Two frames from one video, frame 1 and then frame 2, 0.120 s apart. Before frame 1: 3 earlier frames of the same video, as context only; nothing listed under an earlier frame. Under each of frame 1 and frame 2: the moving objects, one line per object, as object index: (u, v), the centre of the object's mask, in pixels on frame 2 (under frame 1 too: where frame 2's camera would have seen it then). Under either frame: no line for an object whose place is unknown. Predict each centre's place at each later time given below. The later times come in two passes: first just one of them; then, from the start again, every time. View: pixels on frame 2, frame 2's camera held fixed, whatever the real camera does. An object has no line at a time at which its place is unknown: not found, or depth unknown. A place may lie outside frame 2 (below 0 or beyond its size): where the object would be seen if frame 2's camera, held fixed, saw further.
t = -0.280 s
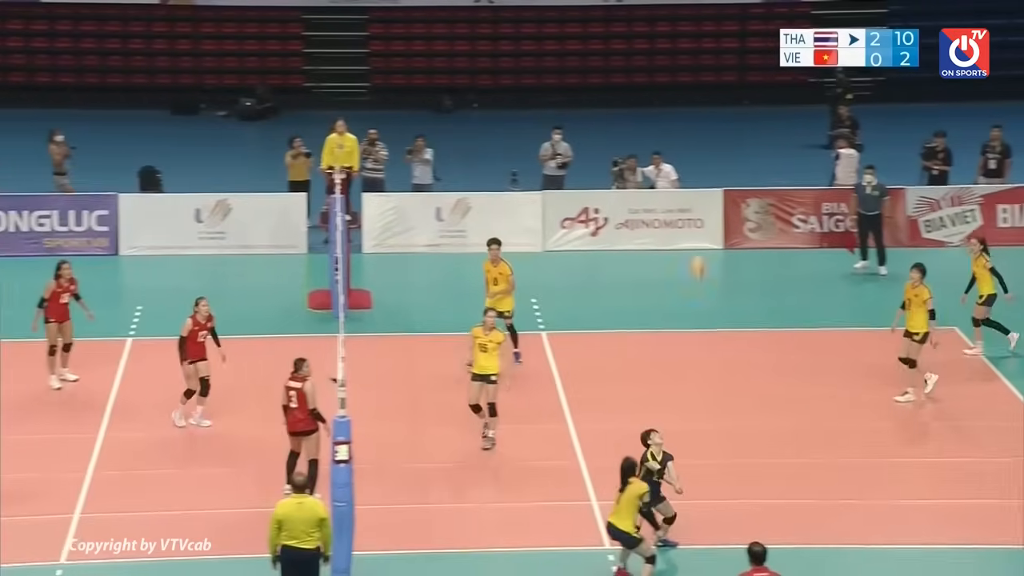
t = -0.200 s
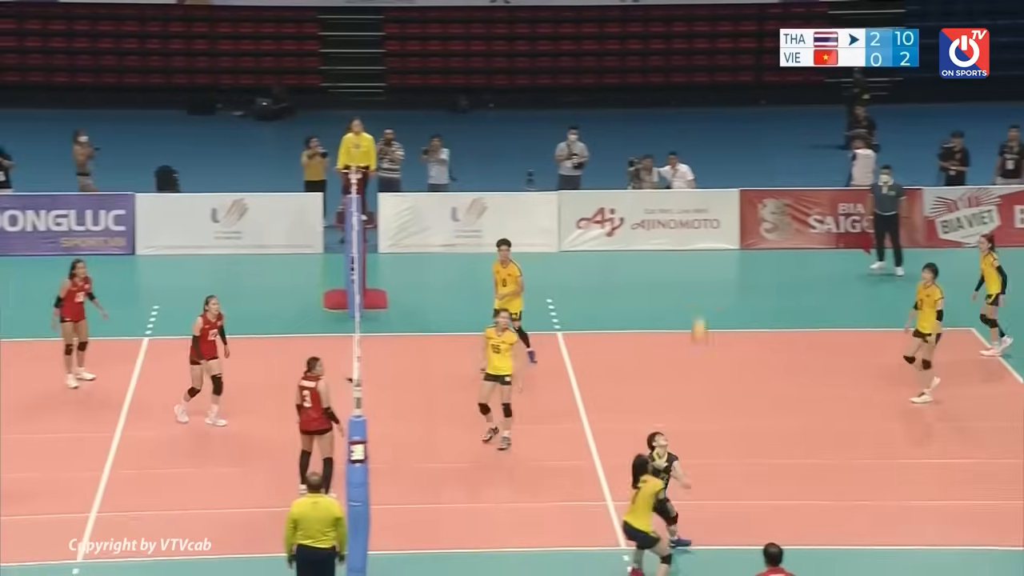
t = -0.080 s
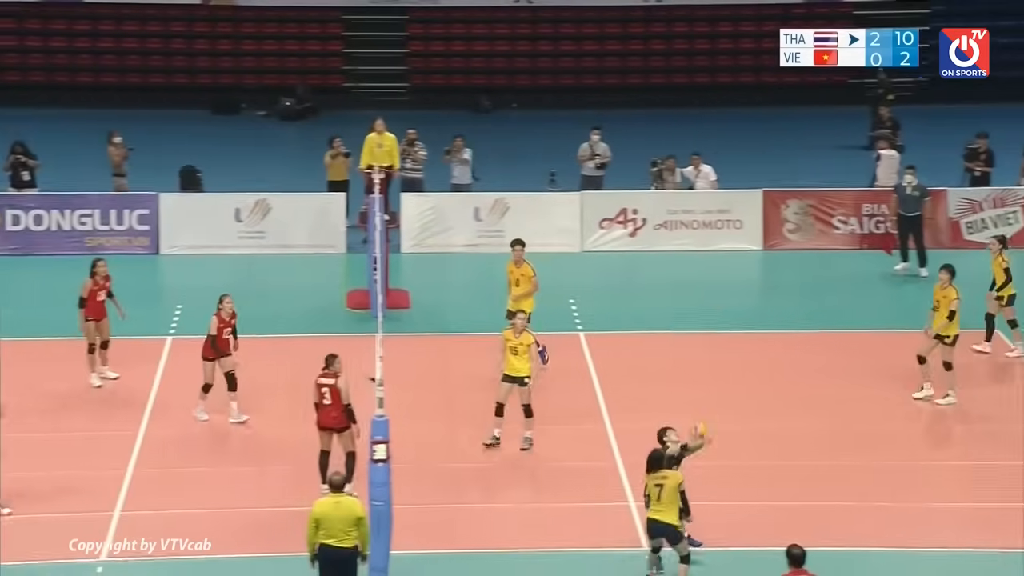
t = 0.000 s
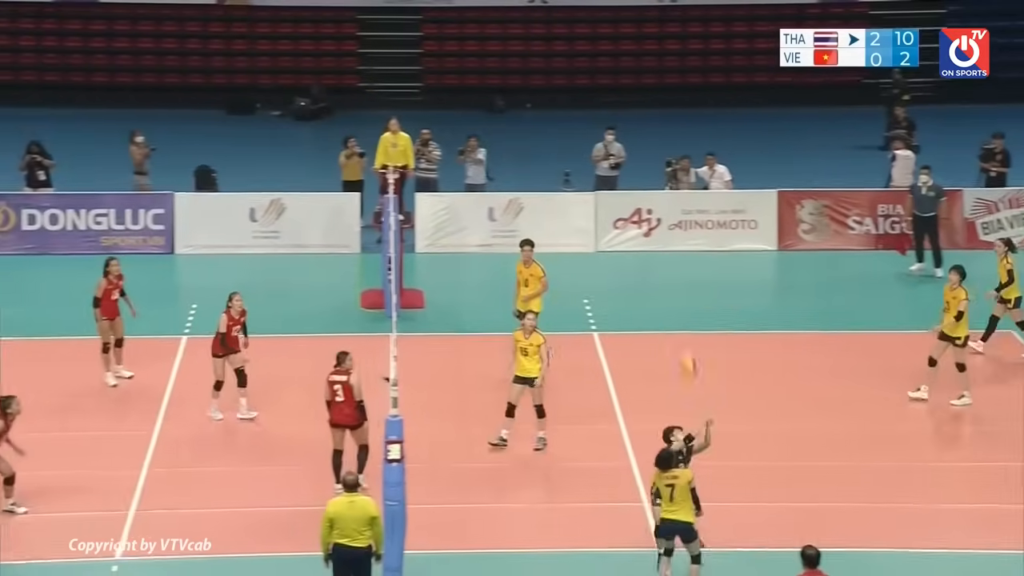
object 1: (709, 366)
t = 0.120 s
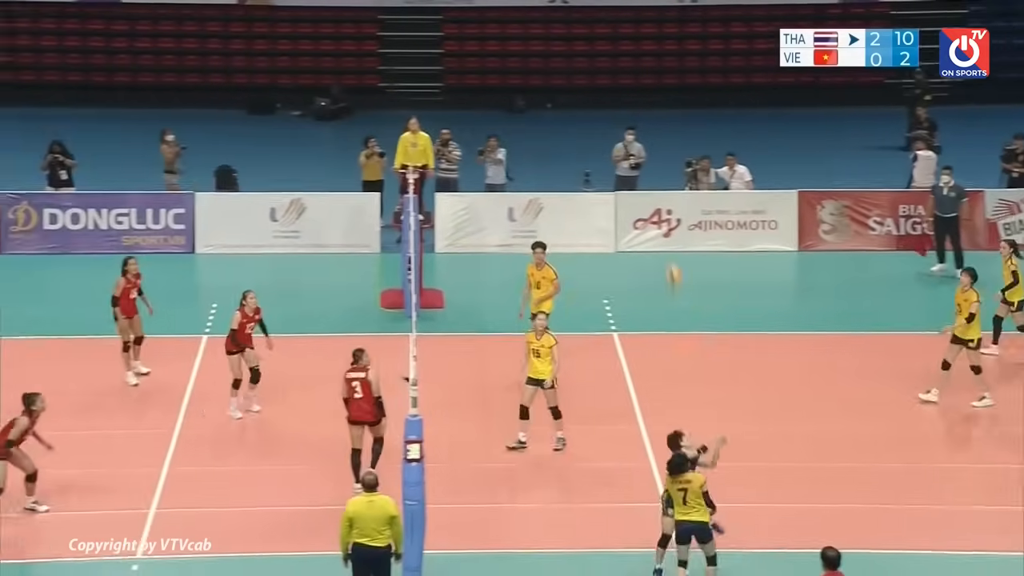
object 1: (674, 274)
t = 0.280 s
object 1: (630, 179)
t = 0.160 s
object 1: (664, 247)
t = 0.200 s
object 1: (652, 223)
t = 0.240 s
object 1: (639, 199)
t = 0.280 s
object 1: (630, 179)
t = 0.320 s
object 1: (619, 159)
